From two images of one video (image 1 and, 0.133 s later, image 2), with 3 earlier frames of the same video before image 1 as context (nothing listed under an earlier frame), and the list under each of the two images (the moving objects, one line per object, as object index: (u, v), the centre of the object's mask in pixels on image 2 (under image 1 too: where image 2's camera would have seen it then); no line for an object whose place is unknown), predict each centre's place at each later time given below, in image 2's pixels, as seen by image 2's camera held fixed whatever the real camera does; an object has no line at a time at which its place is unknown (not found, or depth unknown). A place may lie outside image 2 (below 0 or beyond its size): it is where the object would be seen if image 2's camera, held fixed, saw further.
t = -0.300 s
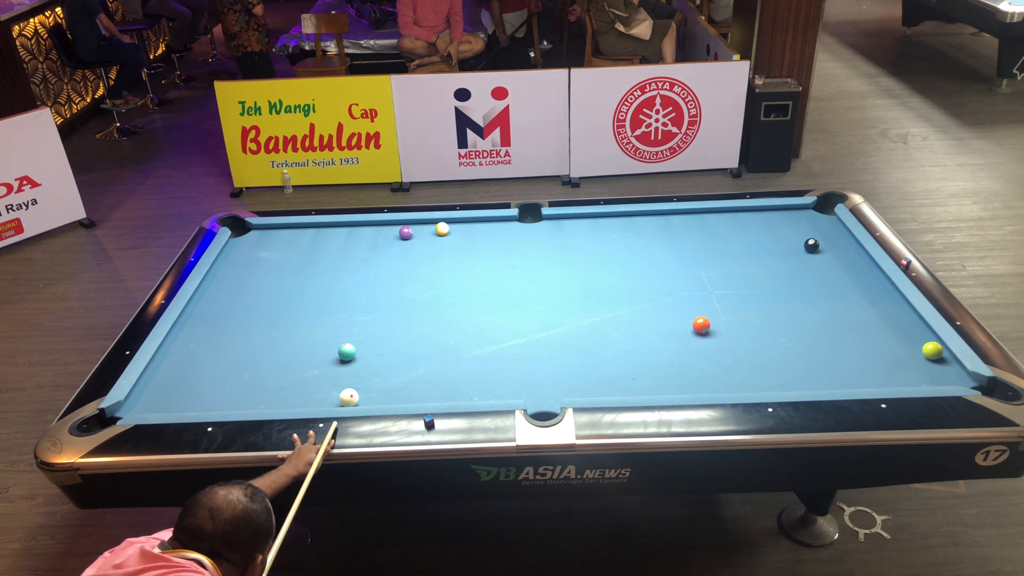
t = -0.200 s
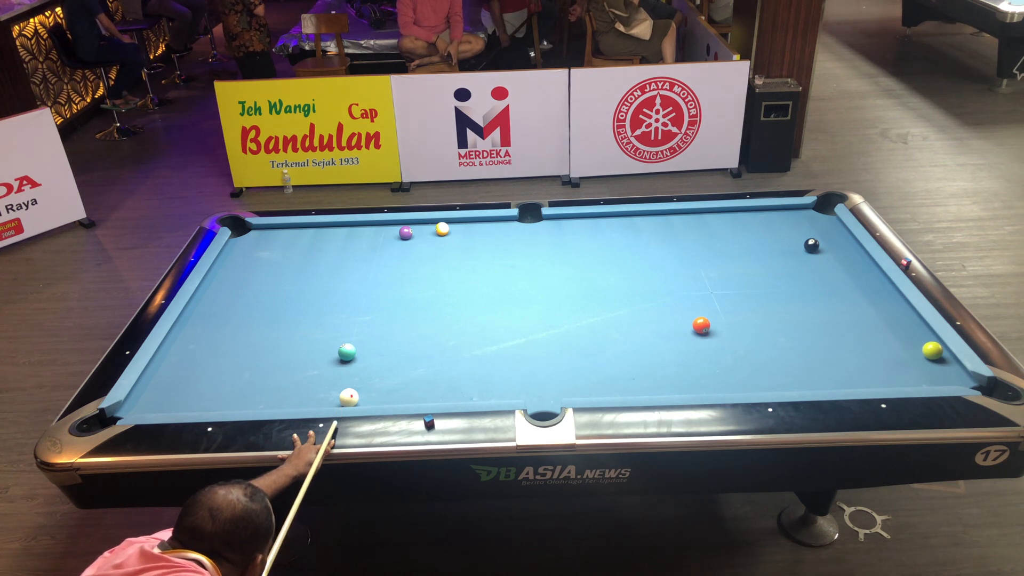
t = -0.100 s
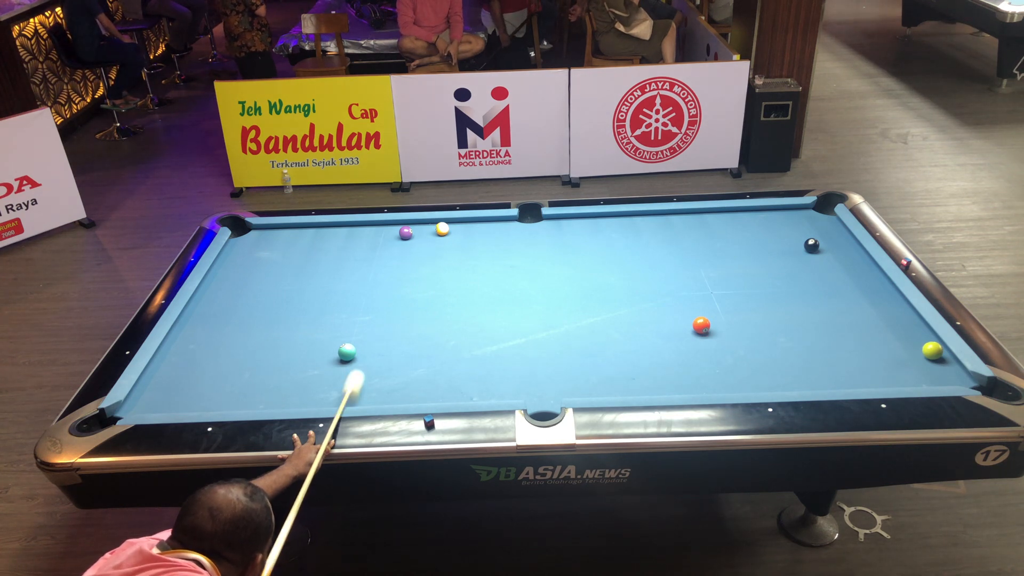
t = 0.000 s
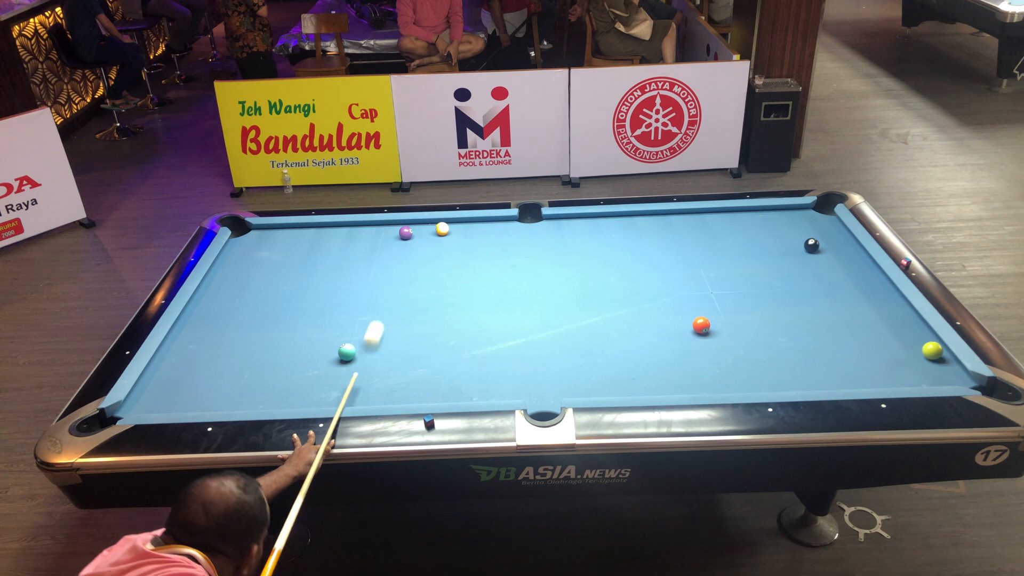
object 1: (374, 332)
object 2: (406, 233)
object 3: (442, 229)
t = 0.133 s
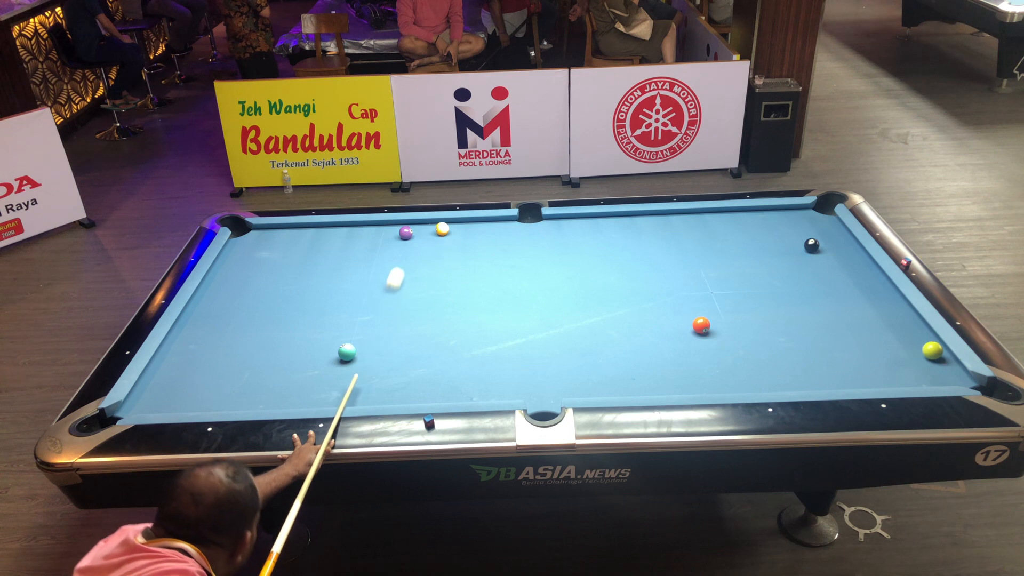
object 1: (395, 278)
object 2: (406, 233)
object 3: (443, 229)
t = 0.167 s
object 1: (400, 266)
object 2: (406, 233)
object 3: (442, 229)
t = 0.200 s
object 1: (405, 255)
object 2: (406, 233)
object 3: (442, 229)
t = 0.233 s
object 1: (409, 244)
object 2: (405, 232)
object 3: (442, 229)
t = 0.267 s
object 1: (415, 236)
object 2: (403, 229)
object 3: (442, 229)
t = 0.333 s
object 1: (429, 231)
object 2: (393, 227)
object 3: (449, 227)
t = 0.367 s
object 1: (429, 230)
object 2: (388, 231)
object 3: (458, 224)
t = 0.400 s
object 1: (429, 229)
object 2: (384, 235)
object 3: (467, 222)
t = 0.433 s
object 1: (428, 227)
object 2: (381, 238)
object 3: (474, 222)
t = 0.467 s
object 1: (429, 225)
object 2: (377, 242)
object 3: (479, 223)
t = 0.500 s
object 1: (429, 224)
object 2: (374, 245)
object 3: (484, 224)
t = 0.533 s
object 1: (429, 225)
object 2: (370, 249)
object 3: (489, 225)
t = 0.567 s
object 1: (429, 226)
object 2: (366, 252)
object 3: (493, 225)
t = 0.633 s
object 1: (429, 229)
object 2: (359, 259)
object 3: (503, 227)
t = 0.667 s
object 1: (430, 230)
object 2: (355, 262)
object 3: (507, 228)
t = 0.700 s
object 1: (430, 231)
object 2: (351, 266)
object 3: (512, 228)
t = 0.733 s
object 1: (430, 232)
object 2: (347, 269)
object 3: (516, 229)
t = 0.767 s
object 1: (430, 233)
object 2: (343, 273)
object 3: (521, 230)
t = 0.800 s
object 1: (431, 234)
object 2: (339, 277)
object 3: (525, 231)
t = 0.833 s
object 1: (431, 235)
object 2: (335, 280)
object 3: (530, 231)
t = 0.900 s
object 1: (431, 237)
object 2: (327, 288)
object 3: (540, 233)
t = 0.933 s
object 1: (431, 238)
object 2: (323, 292)
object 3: (544, 234)
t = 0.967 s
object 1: (432, 239)
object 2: (318, 296)
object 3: (549, 234)
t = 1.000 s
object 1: (432, 240)
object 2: (314, 299)
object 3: (554, 235)
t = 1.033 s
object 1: (432, 241)
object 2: (310, 303)
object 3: (558, 236)
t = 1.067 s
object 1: (432, 242)
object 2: (305, 308)
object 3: (563, 236)
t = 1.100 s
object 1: (433, 243)
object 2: (301, 312)
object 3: (567, 237)
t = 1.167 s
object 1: (433, 245)
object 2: (292, 320)
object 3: (576, 239)
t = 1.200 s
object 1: (433, 245)
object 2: (287, 324)
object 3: (581, 240)
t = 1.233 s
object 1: (433, 246)
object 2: (282, 328)
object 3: (586, 240)
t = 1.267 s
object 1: (434, 247)
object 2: (277, 333)
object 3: (591, 241)
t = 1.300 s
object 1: (434, 248)
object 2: (273, 337)
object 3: (595, 242)
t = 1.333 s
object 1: (434, 249)
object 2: (268, 341)
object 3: (599, 242)
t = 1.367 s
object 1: (434, 250)
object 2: (263, 346)
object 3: (604, 243)
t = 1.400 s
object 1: (434, 251)
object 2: (258, 350)
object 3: (609, 244)
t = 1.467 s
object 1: (435, 253)
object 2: (248, 360)
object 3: (618, 246)
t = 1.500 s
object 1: (435, 254)
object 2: (243, 364)
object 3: (623, 246)
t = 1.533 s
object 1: (435, 255)
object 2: (237, 369)
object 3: (627, 247)
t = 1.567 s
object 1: (435, 256)
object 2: (232, 374)
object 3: (632, 247)
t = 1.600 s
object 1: (435, 256)
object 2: (227, 379)
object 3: (636, 248)
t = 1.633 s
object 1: (435, 257)
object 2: (221, 384)
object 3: (641, 249)
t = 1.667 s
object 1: (436, 258)
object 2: (215, 389)
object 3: (646, 250)
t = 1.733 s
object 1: (436, 260)
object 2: (204, 399)
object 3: (654, 251)
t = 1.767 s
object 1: (436, 260)
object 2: (199, 403)
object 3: (659, 252)
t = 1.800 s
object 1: (436, 261)
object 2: (194, 405)
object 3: (664, 253)
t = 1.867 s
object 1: (436, 263)
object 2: (192, 405)
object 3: (673, 254)
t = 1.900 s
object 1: (437, 264)
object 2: (193, 403)
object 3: (677, 255)
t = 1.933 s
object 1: (437, 265)
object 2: (193, 402)
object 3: (682, 256)
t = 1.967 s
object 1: (437, 265)
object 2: (194, 401)
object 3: (687, 256)
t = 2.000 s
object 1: (437, 266)
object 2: (195, 397)
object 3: (691, 257)
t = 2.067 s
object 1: (437, 268)
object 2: (196, 393)
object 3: (700, 259)
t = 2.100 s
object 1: (437, 268)
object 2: (197, 391)
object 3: (705, 259)
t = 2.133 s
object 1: (437, 269)
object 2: (197, 389)
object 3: (710, 260)
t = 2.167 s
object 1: (438, 270)
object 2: (198, 387)
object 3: (714, 261)
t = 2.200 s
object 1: (438, 270)
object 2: (198, 385)
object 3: (718, 261)
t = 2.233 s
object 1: (438, 271)
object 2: (199, 383)
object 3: (723, 262)
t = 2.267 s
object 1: (438, 272)
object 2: (200, 381)
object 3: (727, 263)
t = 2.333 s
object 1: (438, 273)
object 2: (201, 377)
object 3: (736, 264)
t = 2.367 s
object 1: (438, 274)
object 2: (201, 376)
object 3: (741, 265)
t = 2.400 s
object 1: (438, 274)
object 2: (202, 374)
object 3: (745, 266)
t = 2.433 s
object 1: (438, 275)
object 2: (202, 372)
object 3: (749, 266)
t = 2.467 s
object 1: (438, 275)
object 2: (203, 370)
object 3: (754, 267)
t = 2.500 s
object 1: (438, 276)
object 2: (204, 368)
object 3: (759, 268)
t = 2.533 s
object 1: (439, 277)
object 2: (204, 366)
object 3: (763, 268)
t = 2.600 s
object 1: (439, 278)
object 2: (205, 363)
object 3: (771, 270)
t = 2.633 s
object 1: (439, 278)
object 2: (206, 361)
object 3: (776, 270)
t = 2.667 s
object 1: (439, 279)
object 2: (206, 360)
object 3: (780, 271)
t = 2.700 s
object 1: (439, 280)
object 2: (207, 358)
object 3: (785, 272)
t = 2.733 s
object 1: (439, 280)
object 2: (207, 357)
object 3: (789, 273)
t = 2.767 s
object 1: (439, 281)
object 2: (208, 355)
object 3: (793, 273)
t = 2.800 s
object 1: (439, 281)
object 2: (208, 354)
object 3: (797, 274)
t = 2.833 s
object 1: (439, 281)
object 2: (209, 352)
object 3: (802, 274)
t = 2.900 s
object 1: (439, 283)
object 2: (210, 349)
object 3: (811, 276)
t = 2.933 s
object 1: (439, 283)
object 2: (210, 348)
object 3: (815, 276)
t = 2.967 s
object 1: (439, 283)
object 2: (211, 347)
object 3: (819, 277)
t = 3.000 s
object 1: (439, 284)
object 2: (211, 345)
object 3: (823, 278)
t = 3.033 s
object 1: (439, 284)
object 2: (212, 344)
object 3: (827, 278)
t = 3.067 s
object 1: (439, 285)
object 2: (212, 342)
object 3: (831, 279)
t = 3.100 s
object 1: (439, 285)
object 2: (212, 341)
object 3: (835, 280)
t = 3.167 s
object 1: (439, 286)
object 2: (213, 339)
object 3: (843, 281)
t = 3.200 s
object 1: (439, 286)
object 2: (214, 337)
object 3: (847, 282)
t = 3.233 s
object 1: (439, 287)
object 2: (214, 336)
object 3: (851, 282)
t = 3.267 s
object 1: (439, 287)
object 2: (214, 335)
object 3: (856, 283)
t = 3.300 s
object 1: (439, 287)
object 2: (215, 334)
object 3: (860, 283)
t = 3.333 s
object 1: (439, 288)
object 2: (215, 333)
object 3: (864, 284)
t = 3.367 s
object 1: (439, 288)
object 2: (215, 332)
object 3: (868, 285)
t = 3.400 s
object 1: (439, 288)
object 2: (216, 331)
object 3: (871, 286)
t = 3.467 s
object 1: (439, 289)
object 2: (216, 329)
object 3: (879, 287)
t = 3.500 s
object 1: (439, 289)
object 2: (217, 327)
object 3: (884, 287)
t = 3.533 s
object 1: (439, 290)
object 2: (217, 326)
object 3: (887, 288)
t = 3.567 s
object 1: (439, 290)
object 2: (217, 325)
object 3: (888, 289)
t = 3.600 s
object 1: (439, 290)
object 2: (217, 324)
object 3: (886, 289)
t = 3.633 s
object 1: (439, 290)
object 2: (218, 323)
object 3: (885, 289)
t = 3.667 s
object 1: (439, 290)
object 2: (218, 322)
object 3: (883, 290)
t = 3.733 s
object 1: (439, 291)
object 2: (219, 321)
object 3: (880, 291)
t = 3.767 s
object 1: (439, 291)
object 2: (219, 320)
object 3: (879, 291)
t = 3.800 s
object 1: (439, 291)
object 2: (219, 319)
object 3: (878, 292)
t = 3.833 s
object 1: (439, 291)
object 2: (219, 318)
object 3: (876, 292)
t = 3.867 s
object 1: (439, 291)
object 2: (220, 317)
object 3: (875, 292)
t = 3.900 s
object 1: (438, 292)
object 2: (220, 316)
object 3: (874, 293)
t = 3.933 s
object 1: (438, 292)
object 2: (220, 315)
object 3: (873, 293)
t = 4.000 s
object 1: (438, 292)
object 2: (221, 314)
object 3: (870, 294)
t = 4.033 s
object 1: (438, 292)
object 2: (221, 313)
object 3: (869, 295)
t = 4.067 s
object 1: (438, 292)
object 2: (221, 312)
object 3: (868, 295)
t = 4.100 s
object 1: (438, 292)
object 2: (221, 311)
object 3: (867, 295)
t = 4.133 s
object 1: (438, 292)
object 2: (222, 311)
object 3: (866, 296)
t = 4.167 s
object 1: (438, 292)
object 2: (222, 310)
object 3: (865, 296)
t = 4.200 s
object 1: (438, 292)
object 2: (222, 309)
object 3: (864, 296)
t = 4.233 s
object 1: (438, 292)
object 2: (222, 309)
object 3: (862, 297)
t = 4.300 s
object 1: (438, 292)
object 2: (223, 307)
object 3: (860, 297)
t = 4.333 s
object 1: (438, 292)
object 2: (223, 307)
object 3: (859, 298)
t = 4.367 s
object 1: (438, 292)
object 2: (223, 306)
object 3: (858, 298)
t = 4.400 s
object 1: (438, 292)
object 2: (224, 305)
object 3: (857, 298)
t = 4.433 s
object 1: (438, 292)
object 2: (224, 305)
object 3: (856, 299)
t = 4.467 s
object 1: (438, 292)
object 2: (224, 304)
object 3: (855, 299)
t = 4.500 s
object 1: (438, 292)
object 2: (224, 304)
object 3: (855, 299)
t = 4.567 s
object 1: (438, 292)
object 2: (224, 303)
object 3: (853, 300)
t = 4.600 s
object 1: (438, 292)
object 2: (224, 302)
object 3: (852, 300)
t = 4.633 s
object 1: (438, 292)
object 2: (224, 302)
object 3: (851, 300)
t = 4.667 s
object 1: (438, 292)
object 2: (225, 301)
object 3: (850, 300)
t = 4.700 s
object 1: (438, 292)
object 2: (225, 300)
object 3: (850, 301)
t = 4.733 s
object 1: (438, 292)
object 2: (225, 300)
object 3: (849, 301)
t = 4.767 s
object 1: (438, 292)
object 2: (225, 300)
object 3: (848, 301)
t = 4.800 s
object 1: (438, 292)
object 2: (225, 299)
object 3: (848, 301)
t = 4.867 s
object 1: (438, 292)
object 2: (225, 298)
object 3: (846, 302)
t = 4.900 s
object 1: (438, 292)
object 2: (225, 298)
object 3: (846, 302)
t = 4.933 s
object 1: (438, 292)
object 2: (226, 298)
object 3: (845, 302)
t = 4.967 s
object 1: (438, 292)
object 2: (226, 297)
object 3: (845, 302)
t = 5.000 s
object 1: (438, 292)
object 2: (226, 297)
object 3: (844, 302)
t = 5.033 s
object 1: (438, 292)
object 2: (226, 297)
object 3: (844, 302)
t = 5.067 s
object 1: (438, 292)
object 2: (226, 296)
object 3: (843, 303)
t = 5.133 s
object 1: (438, 292)
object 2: (226, 296)
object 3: (842, 303)
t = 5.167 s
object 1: (438, 292)
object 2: (226, 295)
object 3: (842, 303)
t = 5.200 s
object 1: (438, 292)
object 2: (226, 295)
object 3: (841, 303)
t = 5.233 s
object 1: (438, 292)
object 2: (227, 295)
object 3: (841, 304)
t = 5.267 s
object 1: (438, 292)
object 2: (227, 295)
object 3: (840, 304)
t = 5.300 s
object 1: (438, 292)
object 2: (227, 294)
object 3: (840, 304)
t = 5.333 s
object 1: (438, 292)
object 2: (227, 294)
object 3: (840, 304)
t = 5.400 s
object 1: (438, 292)
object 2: (227, 294)
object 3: (839, 304)
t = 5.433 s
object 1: (438, 292)
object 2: (227, 294)
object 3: (839, 304)
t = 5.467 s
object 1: (438, 292)
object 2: (227, 293)
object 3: (839, 304)
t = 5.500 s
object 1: (438, 292)
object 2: (227, 293)
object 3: (838, 304)
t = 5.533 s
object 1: (438, 292)
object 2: (227, 293)
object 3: (838, 304)
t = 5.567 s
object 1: (438, 292)
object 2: (228, 293)
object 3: (838, 305)
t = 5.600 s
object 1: (438, 292)
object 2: (228, 293)
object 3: (838, 304)
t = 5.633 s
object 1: (438, 292)
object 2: (228, 293)
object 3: (838, 304)
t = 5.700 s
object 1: (438, 292)
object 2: (228, 293)
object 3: (837, 304)
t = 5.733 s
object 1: (438, 292)
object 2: (228, 292)
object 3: (837, 304)
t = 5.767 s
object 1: (438, 292)
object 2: (228, 292)
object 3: (837, 304)
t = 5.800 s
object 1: (438, 292)
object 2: (228, 292)
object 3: (837, 304)
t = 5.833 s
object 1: (438, 292)
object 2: (228, 292)
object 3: (837, 304)
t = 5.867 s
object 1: (438, 292)
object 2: (228, 292)
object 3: (837, 305)
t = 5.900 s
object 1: (438, 292)
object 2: (228, 292)
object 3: (837, 305)
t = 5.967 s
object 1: (438, 292)
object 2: (228, 292)
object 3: (837, 305)
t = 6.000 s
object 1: (438, 292)
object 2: (228, 292)
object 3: (837, 305)
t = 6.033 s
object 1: (438, 292)
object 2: (228, 292)
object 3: (837, 305)
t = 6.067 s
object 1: (438, 292)
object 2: (228, 292)
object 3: (837, 305)
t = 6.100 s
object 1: (438, 292)
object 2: (228, 292)
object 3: (837, 305)
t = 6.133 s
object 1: (438, 292)
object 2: (228, 292)
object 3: (837, 305)
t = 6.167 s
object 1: (438, 292)
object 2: (228, 292)
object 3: (837, 305)
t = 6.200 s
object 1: (438, 292)
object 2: (228, 292)
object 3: (837, 305)
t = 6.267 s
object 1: (438, 292)
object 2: (228, 292)
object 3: (837, 305)
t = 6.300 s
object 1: (438, 292)
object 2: (228, 292)
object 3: (837, 305)
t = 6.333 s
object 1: (438, 292)
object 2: (228, 292)
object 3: (837, 305)
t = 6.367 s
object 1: (438, 292)
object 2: (228, 292)
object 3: (837, 305)
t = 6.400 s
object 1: (438, 292)
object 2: (228, 292)
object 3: (837, 305)
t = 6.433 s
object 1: (438, 292)
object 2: (228, 293)
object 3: (837, 305)
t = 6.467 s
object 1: (438, 292)
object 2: (228, 293)
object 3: (837, 305)
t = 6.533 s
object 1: (438, 292)
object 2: (228, 293)
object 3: (837, 305)
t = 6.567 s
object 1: (438, 292)
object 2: (228, 293)
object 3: (837, 305)
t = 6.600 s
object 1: (438, 292)
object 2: (228, 293)
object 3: (837, 305)
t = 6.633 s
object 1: (438, 292)
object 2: (228, 293)
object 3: (837, 305)
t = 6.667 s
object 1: (438, 292)
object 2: (228, 293)
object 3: (837, 305)
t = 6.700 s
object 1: (438, 292)
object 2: (228, 293)
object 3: (837, 305)
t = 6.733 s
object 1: (438, 292)
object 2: (228, 293)
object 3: (837, 305)
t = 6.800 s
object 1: (438, 292)
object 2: (228, 292)
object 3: (837, 305)
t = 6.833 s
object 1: (438, 292)
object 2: (228, 293)
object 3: (837, 305)
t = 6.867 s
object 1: (438, 292)
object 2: (228, 293)
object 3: (837, 305)
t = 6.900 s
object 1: (438, 292)
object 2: (228, 293)
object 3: (837, 305)
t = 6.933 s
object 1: (438, 292)
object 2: (228, 293)
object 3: (837, 305)
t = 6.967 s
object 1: (438, 292)
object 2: (228, 292)
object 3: (837, 305)
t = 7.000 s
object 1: (438, 292)
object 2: (228, 292)
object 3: (837, 305)
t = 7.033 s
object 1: (438, 292)
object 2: (228, 292)
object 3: (837, 305)
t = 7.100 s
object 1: (438, 292)
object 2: (228, 293)
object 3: (837, 305)
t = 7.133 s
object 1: (438, 292)
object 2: (228, 293)
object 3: (837, 305)
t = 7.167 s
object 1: (438, 292)
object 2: (228, 293)
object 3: (837, 305)
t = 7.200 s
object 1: (438, 292)
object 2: (228, 293)
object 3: (837, 305)
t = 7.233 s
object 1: (438, 292)
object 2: (228, 293)
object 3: (837, 305)
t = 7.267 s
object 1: (438, 292)
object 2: (228, 293)
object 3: (837, 305)
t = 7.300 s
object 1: (438, 292)
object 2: (228, 293)
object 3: (837, 305)
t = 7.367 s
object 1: (438, 292)
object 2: (228, 293)
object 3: (837, 305)
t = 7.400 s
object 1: (438, 292)
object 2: (228, 293)
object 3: (837, 305)
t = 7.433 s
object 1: (438, 292)
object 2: (228, 293)
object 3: (837, 305)
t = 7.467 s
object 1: (438, 292)
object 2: (228, 293)
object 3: (837, 305)
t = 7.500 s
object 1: (438, 292)
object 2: (228, 293)
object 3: (837, 305)
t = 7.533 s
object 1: (438, 292)
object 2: (228, 293)
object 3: (837, 305)
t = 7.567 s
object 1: (438, 292)
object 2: (228, 293)
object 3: (837, 305)
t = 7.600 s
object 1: (438, 292)
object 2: (228, 293)
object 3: (837, 305)
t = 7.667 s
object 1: (438, 292)
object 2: (228, 293)
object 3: (837, 305)
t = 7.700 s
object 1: (438, 292)
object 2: (228, 293)
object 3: (837, 305)
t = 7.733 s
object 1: (439, 289)
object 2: (228, 293)
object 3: (837, 305)
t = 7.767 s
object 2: (228, 293)
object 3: (837, 305)
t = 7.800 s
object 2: (228, 293)
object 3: (837, 305)
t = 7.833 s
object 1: (437, 290)
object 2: (228, 293)
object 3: (837, 305)
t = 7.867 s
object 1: (438, 292)
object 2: (228, 293)
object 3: (837, 305)
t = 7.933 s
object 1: (438, 292)
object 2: (228, 293)
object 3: (837, 305)
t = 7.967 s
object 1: (438, 292)
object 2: (228, 293)
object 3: (837, 305)
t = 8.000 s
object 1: (438, 292)
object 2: (228, 292)
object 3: (837, 305)
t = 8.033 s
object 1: (438, 292)
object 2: (228, 292)
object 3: (837, 305)
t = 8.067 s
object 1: (438, 292)
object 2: (228, 292)
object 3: (837, 305)
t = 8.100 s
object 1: (438, 292)
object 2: (228, 292)
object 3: (837, 305)
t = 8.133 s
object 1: (438, 292)
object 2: (228, 292)
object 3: (837, 305)
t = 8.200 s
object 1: (438, 292)
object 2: (228, 292)
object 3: (837, 305)
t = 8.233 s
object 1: (438, 292)
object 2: (228, 293)
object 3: (837, 305)
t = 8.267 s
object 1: (438, 292)
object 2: (228, 292)
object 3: (837, 305)
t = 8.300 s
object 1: (438, 292)
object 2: (228, 292)
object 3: (837, 305)
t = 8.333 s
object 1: (438, 292)
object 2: (228, 292)
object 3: (837, 304)
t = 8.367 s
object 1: (438, 292)
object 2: (228, 292)
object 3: (837, 305)
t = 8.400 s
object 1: (438, 292)
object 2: (228, 293)
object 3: (837, 305)
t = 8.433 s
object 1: (438, 292)
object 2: (228, 292)
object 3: (837, 305)
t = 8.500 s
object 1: (438, 293)
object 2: (228, 293)
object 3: (837, 305)
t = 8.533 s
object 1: (438, 293)
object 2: (228, 292)
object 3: (837, 304)
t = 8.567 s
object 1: (438, 293)
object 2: (228, 293)
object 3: (837, 304)
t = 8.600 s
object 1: (438, 293)
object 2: (228, 293)
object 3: (837, 304)
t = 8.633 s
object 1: (438, 293)
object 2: (228, 293)
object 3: (843, 306)
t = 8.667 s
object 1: (438, 293)
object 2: (228, 293)
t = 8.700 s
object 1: (438, 293)
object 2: (228, 293)
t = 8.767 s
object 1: (438, 293)
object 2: (228, 293)
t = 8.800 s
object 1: (438, 293)
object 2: (228, 293)
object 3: (831, 306)
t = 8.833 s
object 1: (438, 293)
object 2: (228, 293)
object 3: (836, 305)
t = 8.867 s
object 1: (438, 293)
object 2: (228, 293)
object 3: (837, 304)
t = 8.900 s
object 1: (438, 293)
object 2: (228, 293)
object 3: (837, 304)
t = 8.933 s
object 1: (438, 293)
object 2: (228, 293)
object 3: (837, 304)
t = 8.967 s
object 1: (438, 292)
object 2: (228, 293)
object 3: (837, 304)
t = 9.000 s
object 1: (438, 292)
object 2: (228, 293)
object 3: (837, 304)
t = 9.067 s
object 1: (438, 292)
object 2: (228, 293)
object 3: (837, 304)
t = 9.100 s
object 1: (438, 292)
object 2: (228, 293)
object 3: (837, 304)
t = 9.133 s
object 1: (438, 292)
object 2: (228, 292)
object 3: (837, 304)
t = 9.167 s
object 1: (438, 293)
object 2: (228, 292)
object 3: (837, 304)
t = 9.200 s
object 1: (438, 292)
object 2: (228, 292)
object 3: (837, 304)
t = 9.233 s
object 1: (438, 292)
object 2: (228, 292)
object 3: (837, 304)
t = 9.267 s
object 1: (438, 292)
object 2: (228, 293)
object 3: (837, 304)
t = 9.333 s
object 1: (438, 293)
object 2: (228, 293)
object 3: (837, 304)
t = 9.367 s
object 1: (438, 292)
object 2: (228, 292)
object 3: (837, 304)
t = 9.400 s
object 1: (438, 293)
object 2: (228, 292)
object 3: (837, 304)
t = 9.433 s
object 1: (438, 293)
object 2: (228, 292)
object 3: (837, 304)
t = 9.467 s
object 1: (438, 293)
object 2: (228, 292)
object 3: (837, 304)
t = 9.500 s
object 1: (438, 292)
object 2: (228, 293)
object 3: (837, 304)
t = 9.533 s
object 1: (438, 292)
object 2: (228, 292)
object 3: (837, 304)
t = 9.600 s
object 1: (438, 292)
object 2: (228, 293)
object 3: (837, 304)
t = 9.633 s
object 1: (438, 292)
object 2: (228, 293)
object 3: (837, 304)
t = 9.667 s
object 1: (438, 292)
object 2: (228, 293)
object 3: (837, 304)
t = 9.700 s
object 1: (438, 292)
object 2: (228, 293)
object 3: (837, 304)
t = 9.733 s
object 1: (438, 293)
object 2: (228, 293)
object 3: (837, 304)
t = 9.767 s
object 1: (438, 292)
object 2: (228, 293)
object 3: (837, 304)
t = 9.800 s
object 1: (438, 292)
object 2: (228, 293)
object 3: (837, 304)
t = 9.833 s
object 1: (438, 292)
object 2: (228, 293)
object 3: (837, 304)
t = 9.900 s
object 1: (438, 293)
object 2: (228, 293)
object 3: (837, 304)
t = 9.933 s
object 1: (438, 293)
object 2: (228, 293)
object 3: (837, 304)
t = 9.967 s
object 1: (438, 293)
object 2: (228, 293)
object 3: (837, 305)
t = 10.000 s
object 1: (438, 293)
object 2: (228, 293)
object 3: (837, 304)
